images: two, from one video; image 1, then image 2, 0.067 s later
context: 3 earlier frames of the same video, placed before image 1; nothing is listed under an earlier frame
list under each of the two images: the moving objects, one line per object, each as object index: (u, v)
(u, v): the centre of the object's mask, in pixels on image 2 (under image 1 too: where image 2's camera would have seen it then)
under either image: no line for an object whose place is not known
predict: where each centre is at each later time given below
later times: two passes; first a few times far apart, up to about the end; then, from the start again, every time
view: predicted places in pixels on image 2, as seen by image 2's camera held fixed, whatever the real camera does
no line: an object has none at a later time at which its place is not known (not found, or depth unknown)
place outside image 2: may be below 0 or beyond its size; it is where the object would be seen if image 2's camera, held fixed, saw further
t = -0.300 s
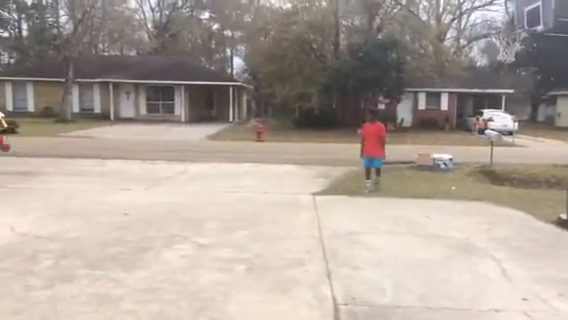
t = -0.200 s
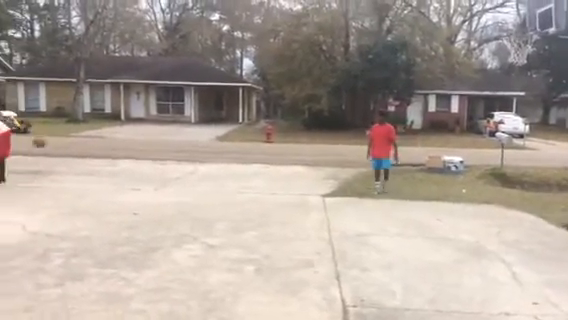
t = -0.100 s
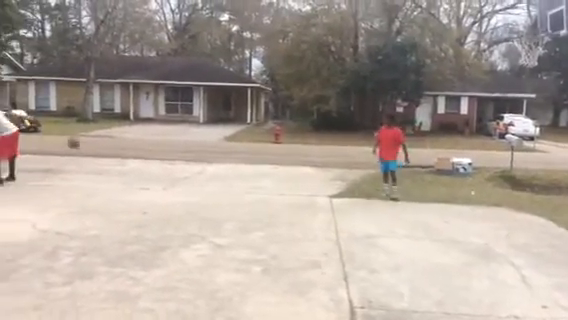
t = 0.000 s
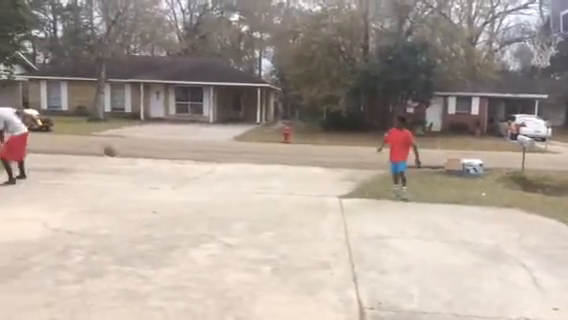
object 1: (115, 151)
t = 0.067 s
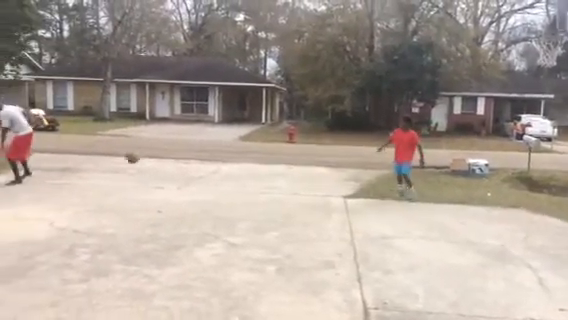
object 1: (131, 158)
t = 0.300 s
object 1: (185, 178)
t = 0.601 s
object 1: (235, 166)
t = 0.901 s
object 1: (294, 208)
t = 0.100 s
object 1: (140, 162)
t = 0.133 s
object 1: (148, 168)
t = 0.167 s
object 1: (158, 174)
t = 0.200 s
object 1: (166, 182)
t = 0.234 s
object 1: (174, 188)
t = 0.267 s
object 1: (180, 182)
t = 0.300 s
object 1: (185, 178)
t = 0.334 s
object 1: (190, 174)
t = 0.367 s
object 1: (196, 171)
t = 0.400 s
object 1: (201, 168)
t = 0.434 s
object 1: (206, 167)
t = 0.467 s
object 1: (211, 165)
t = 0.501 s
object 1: (217, 164)
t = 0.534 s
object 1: (223, 164)
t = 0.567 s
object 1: (229, 165)
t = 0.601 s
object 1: (235, 166)
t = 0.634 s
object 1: (242, 168)
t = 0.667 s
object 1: (248, 170)
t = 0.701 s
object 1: (255, 172)
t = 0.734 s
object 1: (261, 177)
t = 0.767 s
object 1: (267, 182)
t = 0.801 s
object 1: (273, 188)
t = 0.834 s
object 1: (280, 195)
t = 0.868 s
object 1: (287, 202)
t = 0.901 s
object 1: (294, 208)
